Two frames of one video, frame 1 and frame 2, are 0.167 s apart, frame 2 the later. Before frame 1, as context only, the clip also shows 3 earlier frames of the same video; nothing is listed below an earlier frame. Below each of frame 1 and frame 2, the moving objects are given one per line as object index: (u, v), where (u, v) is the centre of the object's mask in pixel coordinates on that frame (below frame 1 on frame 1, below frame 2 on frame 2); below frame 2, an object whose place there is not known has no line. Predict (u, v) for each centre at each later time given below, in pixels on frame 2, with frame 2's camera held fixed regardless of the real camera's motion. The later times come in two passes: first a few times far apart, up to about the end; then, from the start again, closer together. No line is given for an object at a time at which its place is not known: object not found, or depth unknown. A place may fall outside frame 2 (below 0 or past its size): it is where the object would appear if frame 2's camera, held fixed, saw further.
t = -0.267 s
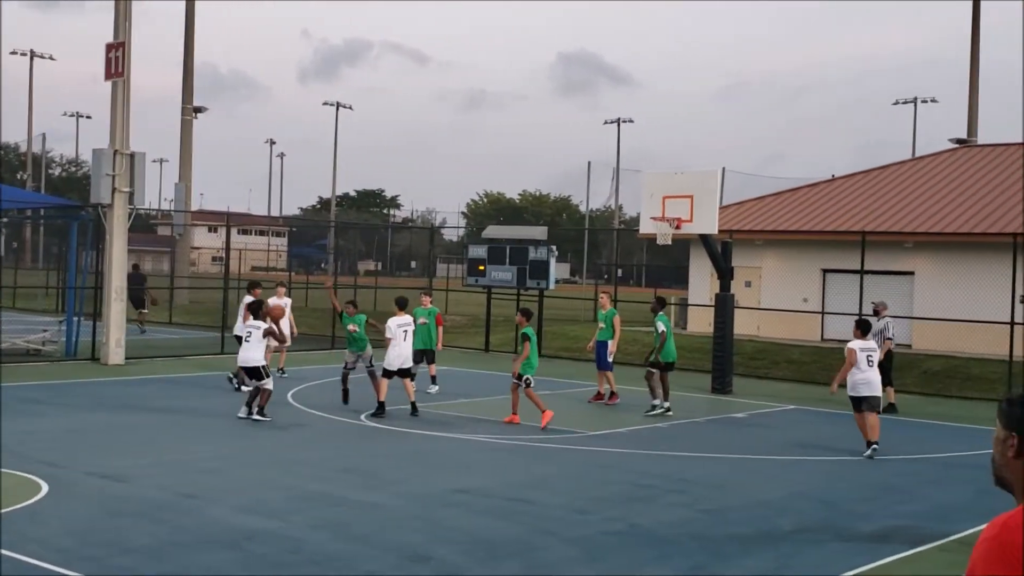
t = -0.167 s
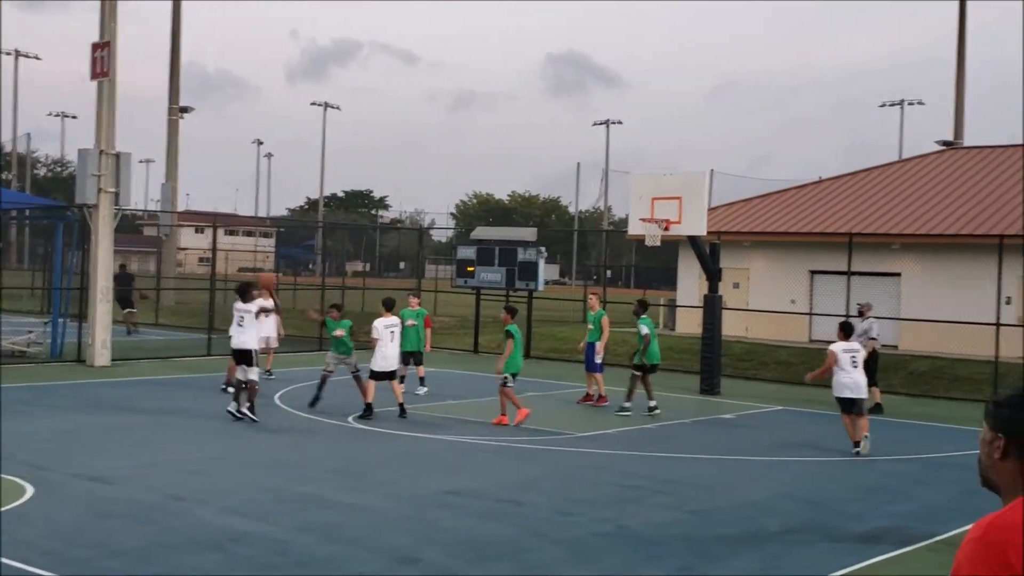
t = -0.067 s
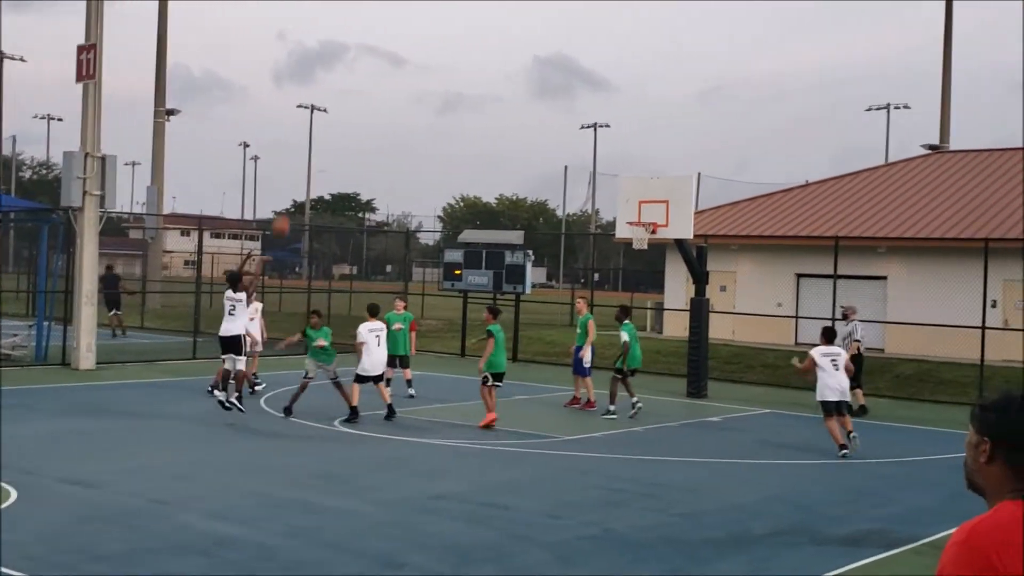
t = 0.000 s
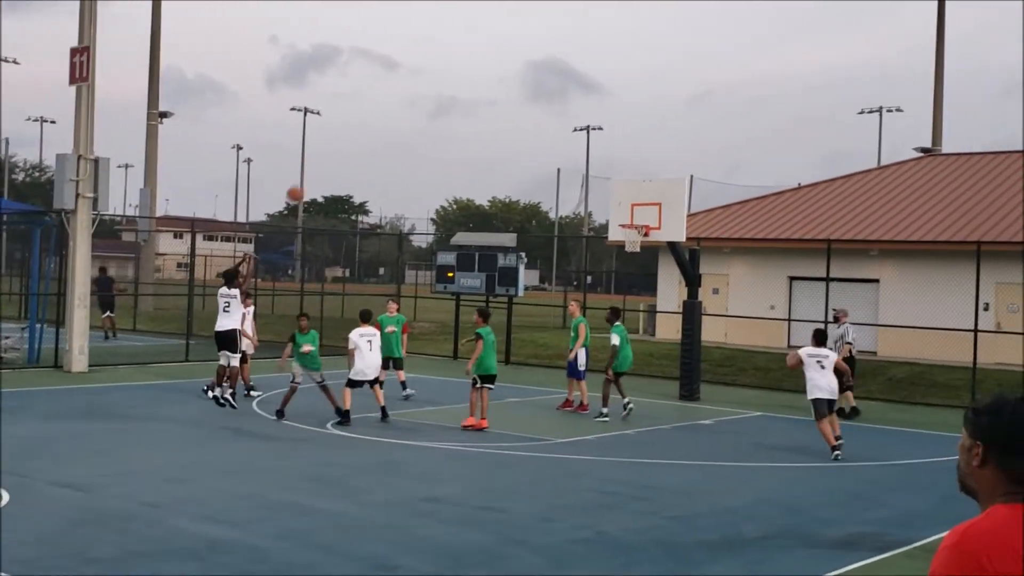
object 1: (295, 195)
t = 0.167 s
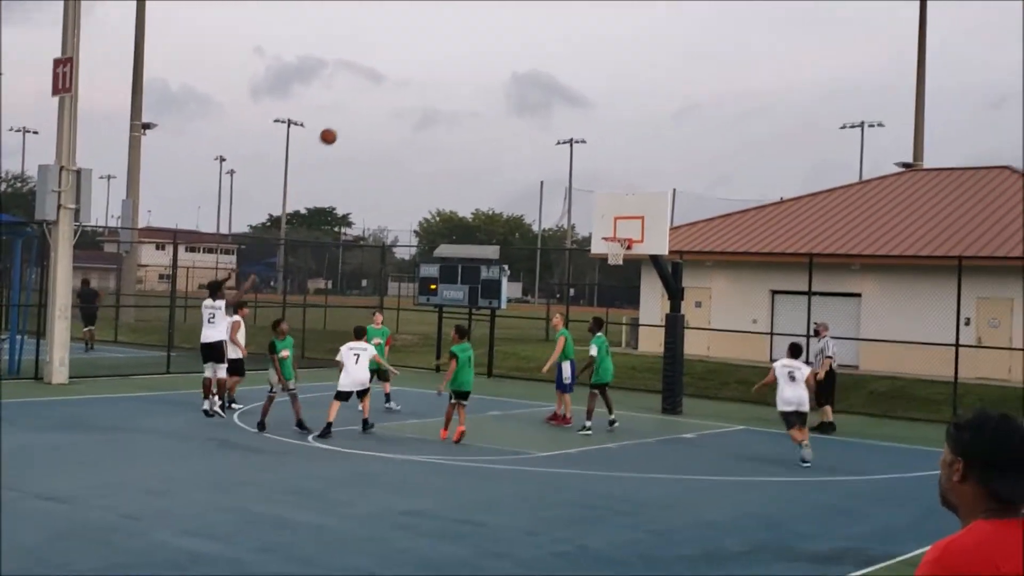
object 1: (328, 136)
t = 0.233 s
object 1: (347, 115)
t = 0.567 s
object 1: (434, 57)
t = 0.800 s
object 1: (486, 62)
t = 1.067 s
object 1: (543, 107)
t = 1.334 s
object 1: (595, 191)
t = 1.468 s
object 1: (616, 246)
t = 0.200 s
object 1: (338, 125)
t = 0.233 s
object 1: (347, 115)
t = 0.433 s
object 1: (401, 70)
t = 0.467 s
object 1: (409, 66)
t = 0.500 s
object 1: (418, 62)
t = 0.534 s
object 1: (426, 59)
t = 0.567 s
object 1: (434, 57)
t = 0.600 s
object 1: (442, 56)
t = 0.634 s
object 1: (449, 55)
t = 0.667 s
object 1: (456, 55)
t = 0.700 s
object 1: (464, 56)
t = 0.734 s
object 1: (471, 57)
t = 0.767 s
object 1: (479, 59)
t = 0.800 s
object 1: (486, 62)
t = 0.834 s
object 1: (494, 65)
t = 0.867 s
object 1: (501, 69)
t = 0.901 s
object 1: (509, 74)
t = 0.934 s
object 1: (516, 80)
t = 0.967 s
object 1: (523, 86)
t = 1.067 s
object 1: (543, 107)
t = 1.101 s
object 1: (549, 116)
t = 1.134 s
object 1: (557, 125)
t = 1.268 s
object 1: (583, 167)
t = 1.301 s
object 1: (589, 179)
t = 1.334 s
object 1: (595, 191)
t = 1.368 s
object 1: (601, 204)
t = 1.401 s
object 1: (606, 217)
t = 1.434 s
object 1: (612, 231)
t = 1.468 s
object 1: (616, 246)
